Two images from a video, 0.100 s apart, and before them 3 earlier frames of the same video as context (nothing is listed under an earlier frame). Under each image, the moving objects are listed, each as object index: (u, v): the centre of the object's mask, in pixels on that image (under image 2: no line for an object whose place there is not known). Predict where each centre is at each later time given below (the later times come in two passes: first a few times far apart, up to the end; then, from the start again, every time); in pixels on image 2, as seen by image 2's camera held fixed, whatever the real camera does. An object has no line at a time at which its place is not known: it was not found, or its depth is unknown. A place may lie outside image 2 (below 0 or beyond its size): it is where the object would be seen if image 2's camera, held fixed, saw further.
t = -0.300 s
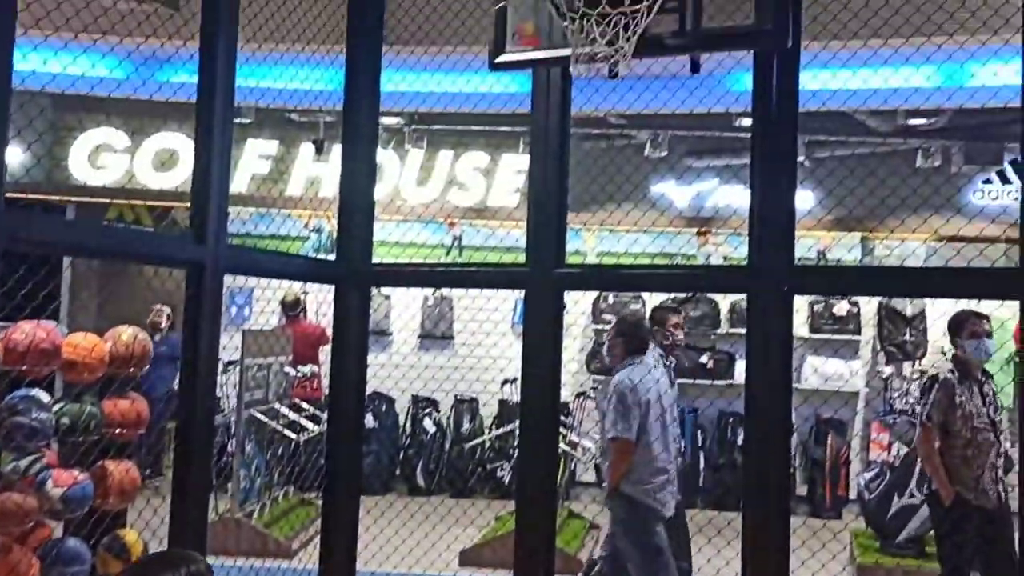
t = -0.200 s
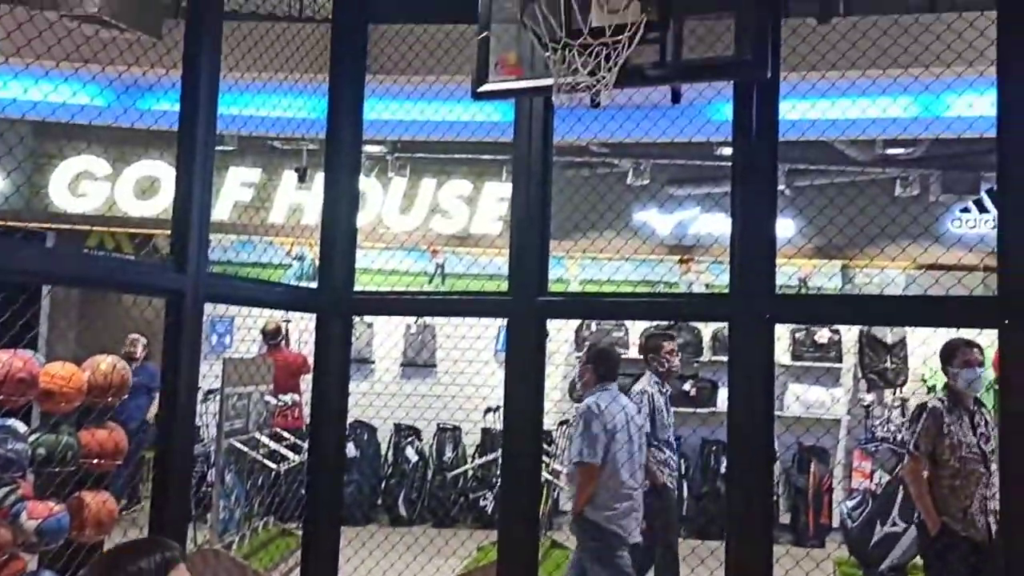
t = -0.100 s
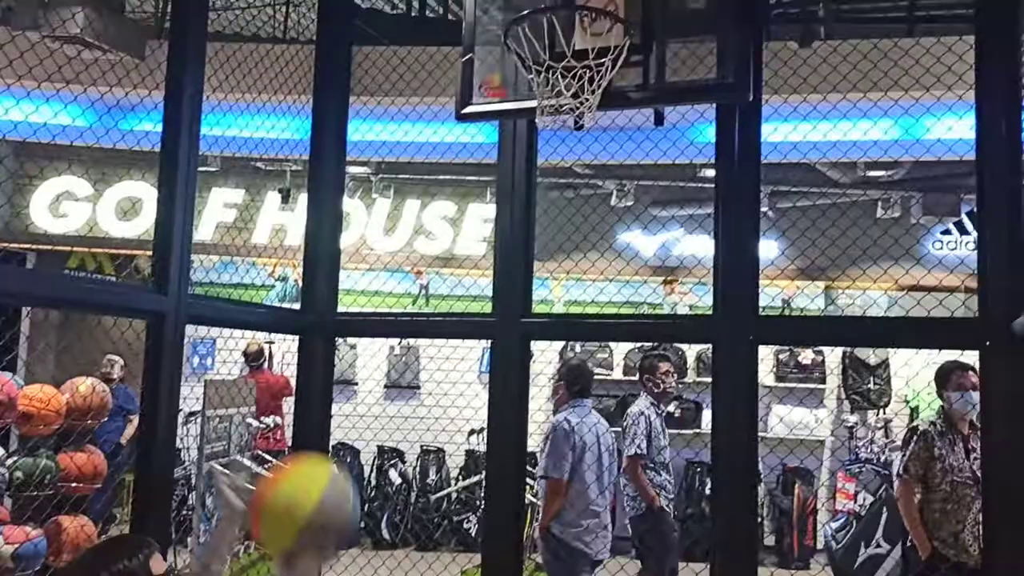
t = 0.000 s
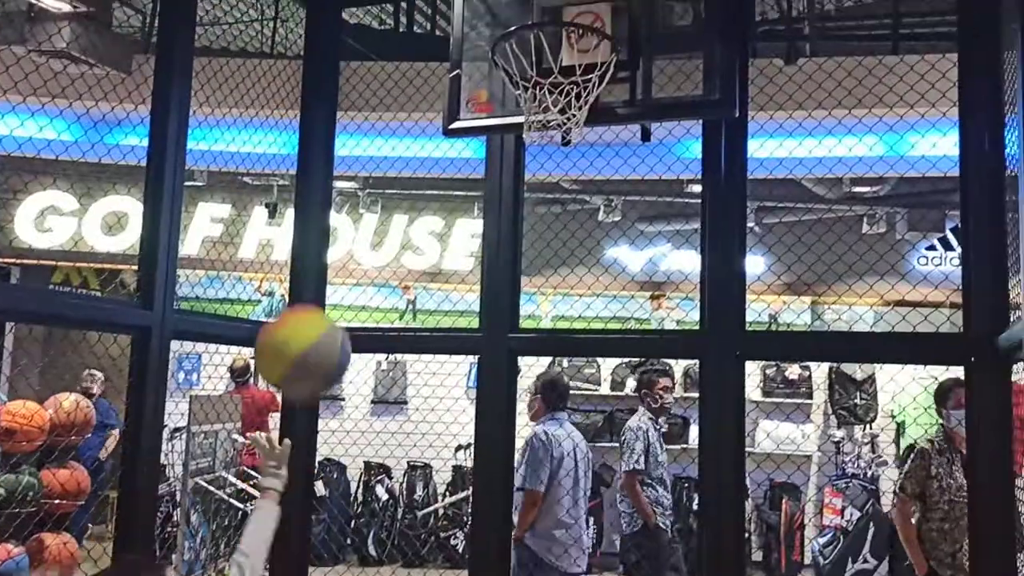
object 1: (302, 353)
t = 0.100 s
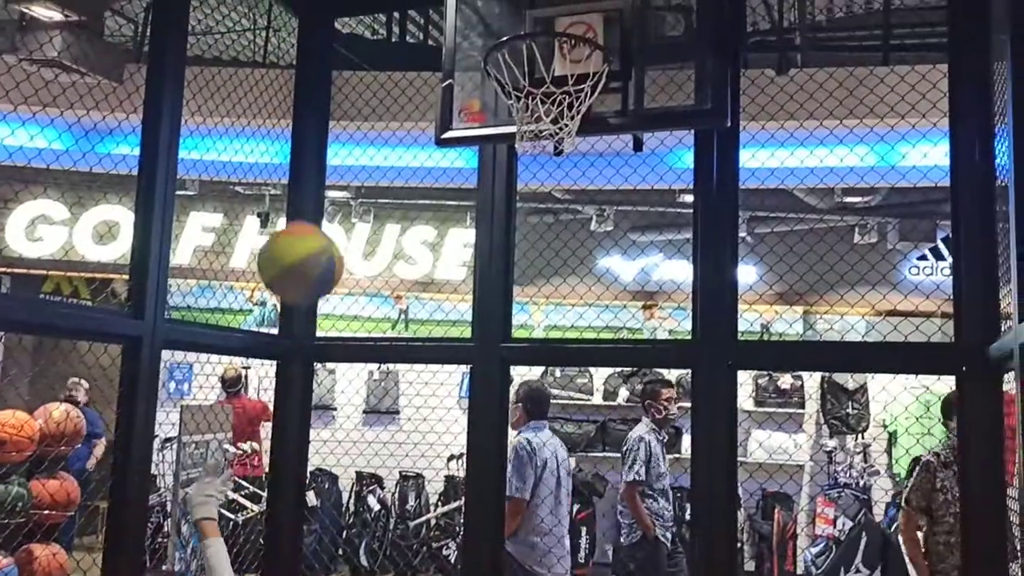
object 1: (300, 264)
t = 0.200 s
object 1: (302, 216)
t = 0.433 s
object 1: (302, 234)
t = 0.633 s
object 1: (296, 347)
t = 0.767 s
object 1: (289, 461)
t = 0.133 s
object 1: (301, 242)
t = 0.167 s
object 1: (302, 226)
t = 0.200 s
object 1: (302, 216)
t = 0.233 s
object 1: (303, 209)
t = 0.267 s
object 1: (303, 205)
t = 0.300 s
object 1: (303, 205)
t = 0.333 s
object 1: (303, 208)
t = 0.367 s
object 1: (303, 214)
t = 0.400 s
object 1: (303, 223)
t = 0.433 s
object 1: (302, 234)
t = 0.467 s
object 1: (302, 247)
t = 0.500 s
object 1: (301, 263)
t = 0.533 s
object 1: (300, 281)
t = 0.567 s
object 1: (299, 301)
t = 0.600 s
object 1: (297, 323)
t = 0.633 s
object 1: (296, 347)
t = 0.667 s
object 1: (295, 373)
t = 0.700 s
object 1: (293, 400)
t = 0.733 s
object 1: (291, 429)
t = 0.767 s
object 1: (289, 461)
